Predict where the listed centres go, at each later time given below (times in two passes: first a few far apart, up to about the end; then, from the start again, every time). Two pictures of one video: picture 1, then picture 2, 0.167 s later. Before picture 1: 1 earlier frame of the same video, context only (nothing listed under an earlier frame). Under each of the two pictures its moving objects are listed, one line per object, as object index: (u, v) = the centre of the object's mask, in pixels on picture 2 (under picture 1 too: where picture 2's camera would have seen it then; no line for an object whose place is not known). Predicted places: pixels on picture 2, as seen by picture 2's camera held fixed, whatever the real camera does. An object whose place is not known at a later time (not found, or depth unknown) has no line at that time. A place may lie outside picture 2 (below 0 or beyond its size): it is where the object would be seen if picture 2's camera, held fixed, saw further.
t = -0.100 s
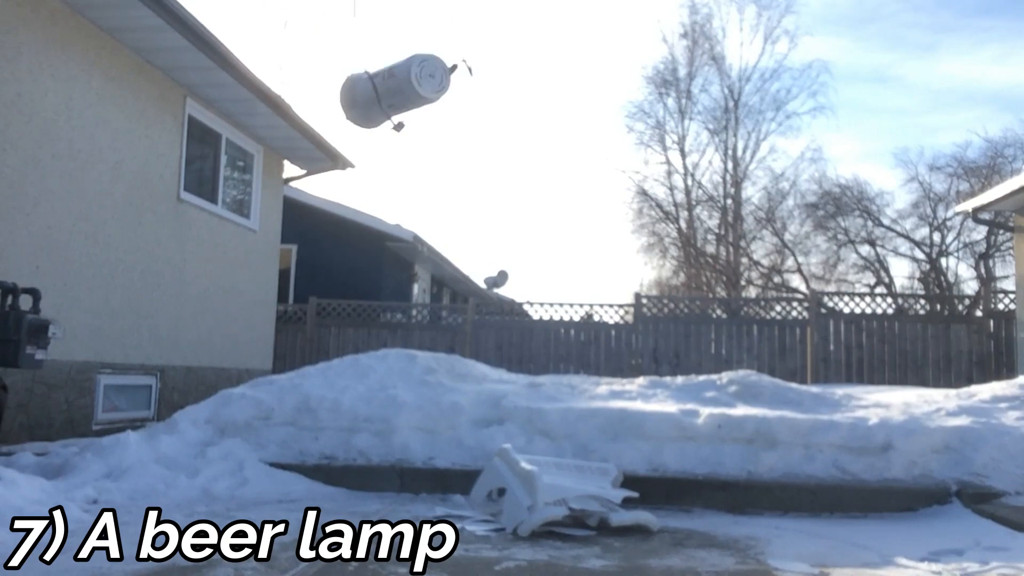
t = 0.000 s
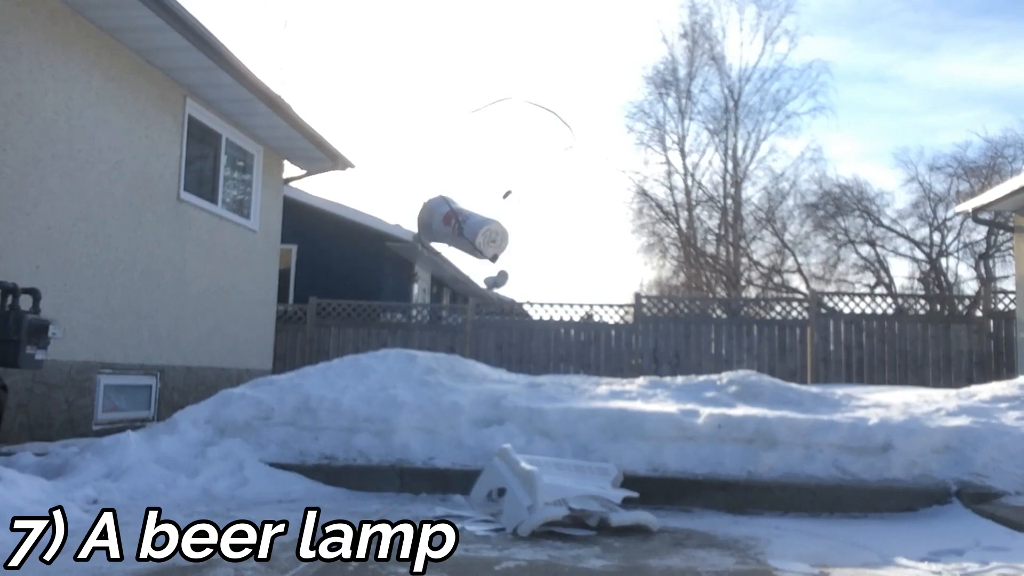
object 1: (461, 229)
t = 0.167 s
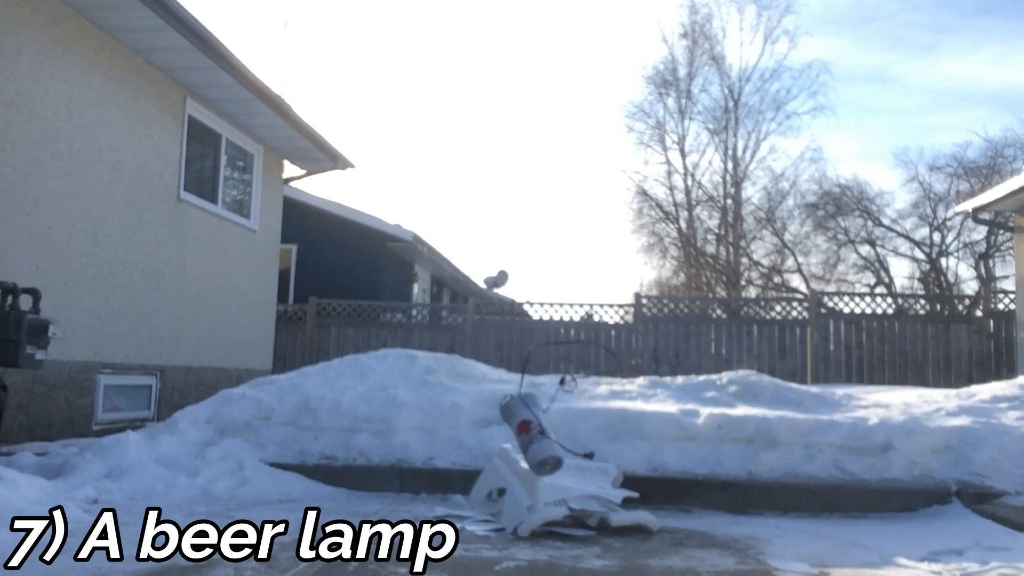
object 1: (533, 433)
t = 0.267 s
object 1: (587, 471)
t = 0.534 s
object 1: (782, 483)
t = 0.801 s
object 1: (946, 505)
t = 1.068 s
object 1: (922, 508)
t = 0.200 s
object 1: (547, 464)
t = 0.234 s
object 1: (571, 486)
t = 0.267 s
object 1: (587, 471)
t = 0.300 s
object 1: (612, 466)
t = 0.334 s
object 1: (637, 463)
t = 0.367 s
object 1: (664, 464)
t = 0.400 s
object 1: (685, 469)
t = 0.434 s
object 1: (707, 475)
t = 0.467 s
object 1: (733, 483)
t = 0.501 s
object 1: (757, 488)
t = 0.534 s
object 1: (782, 483)
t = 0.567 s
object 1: (807, 485)
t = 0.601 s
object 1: (832, 492)
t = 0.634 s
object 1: (855, 500)
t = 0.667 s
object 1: (876, 506)
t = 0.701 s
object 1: (896, 504)
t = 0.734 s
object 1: (913, 504)
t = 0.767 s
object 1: (932, 505)
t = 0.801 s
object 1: (946, 505)
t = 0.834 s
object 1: (939, 504)
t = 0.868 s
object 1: (936, 504)
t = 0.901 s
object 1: (930, 506)
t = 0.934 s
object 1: (925, 506)
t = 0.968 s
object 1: (923, 506)
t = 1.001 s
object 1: (924, 507)
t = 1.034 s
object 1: (923, 507)
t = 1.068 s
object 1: (922, 508)
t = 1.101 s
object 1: (923, 508)
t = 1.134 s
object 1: (923, 508)
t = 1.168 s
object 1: (923, 508)
